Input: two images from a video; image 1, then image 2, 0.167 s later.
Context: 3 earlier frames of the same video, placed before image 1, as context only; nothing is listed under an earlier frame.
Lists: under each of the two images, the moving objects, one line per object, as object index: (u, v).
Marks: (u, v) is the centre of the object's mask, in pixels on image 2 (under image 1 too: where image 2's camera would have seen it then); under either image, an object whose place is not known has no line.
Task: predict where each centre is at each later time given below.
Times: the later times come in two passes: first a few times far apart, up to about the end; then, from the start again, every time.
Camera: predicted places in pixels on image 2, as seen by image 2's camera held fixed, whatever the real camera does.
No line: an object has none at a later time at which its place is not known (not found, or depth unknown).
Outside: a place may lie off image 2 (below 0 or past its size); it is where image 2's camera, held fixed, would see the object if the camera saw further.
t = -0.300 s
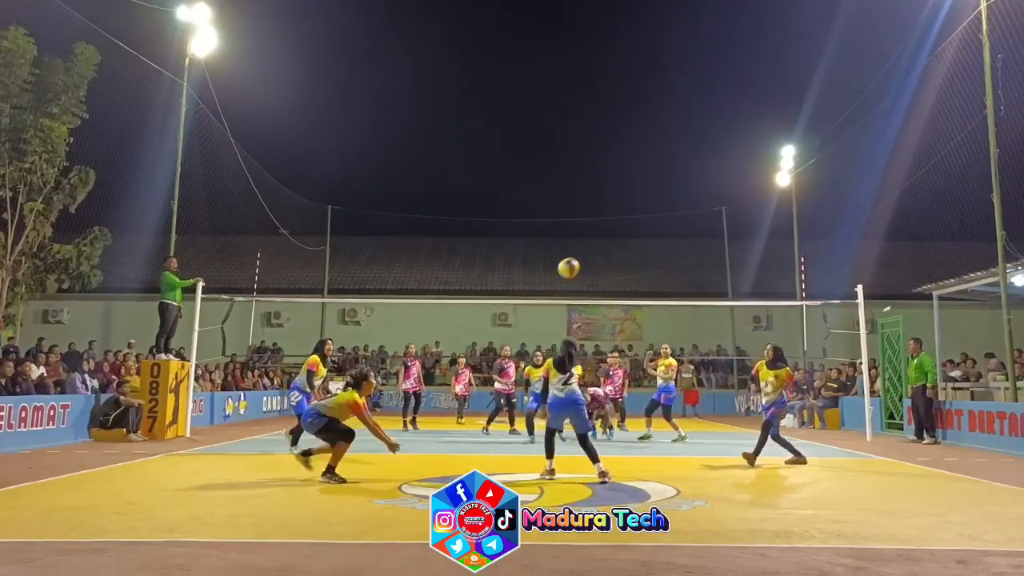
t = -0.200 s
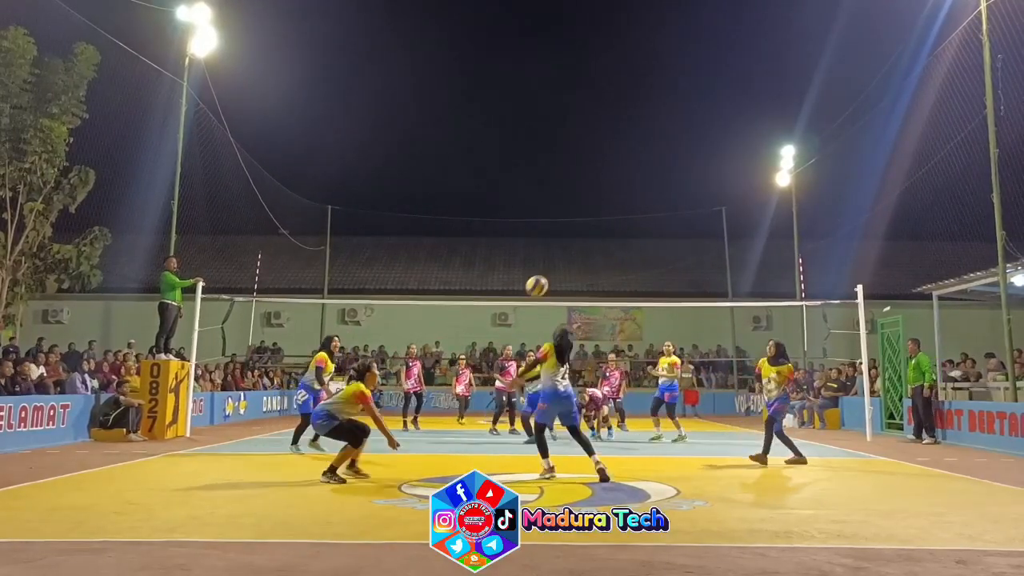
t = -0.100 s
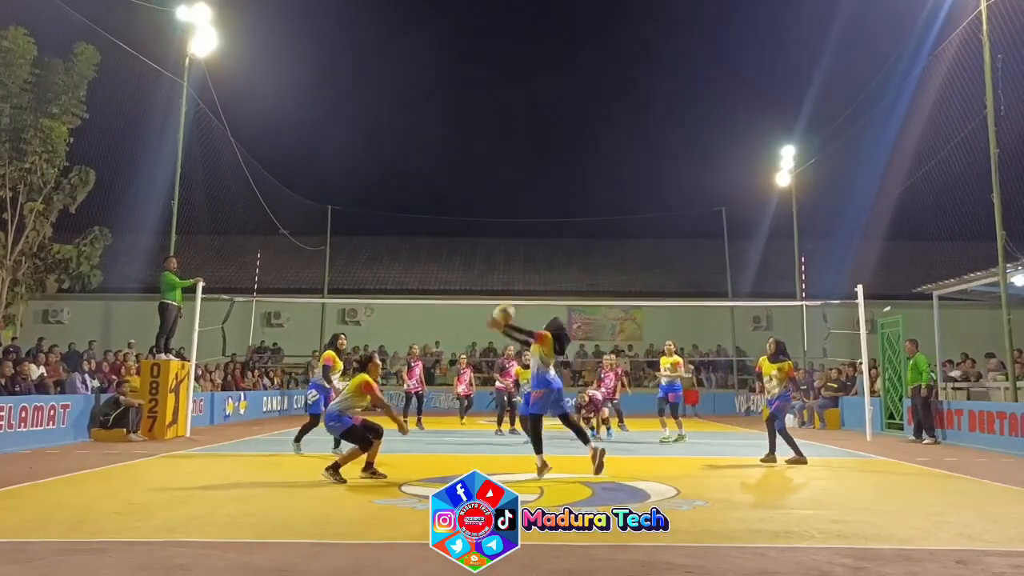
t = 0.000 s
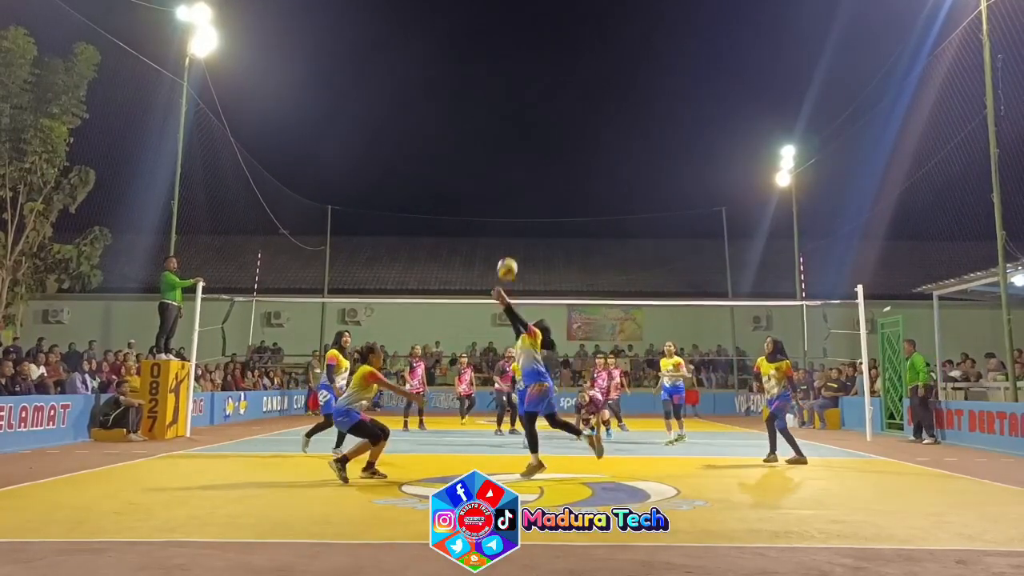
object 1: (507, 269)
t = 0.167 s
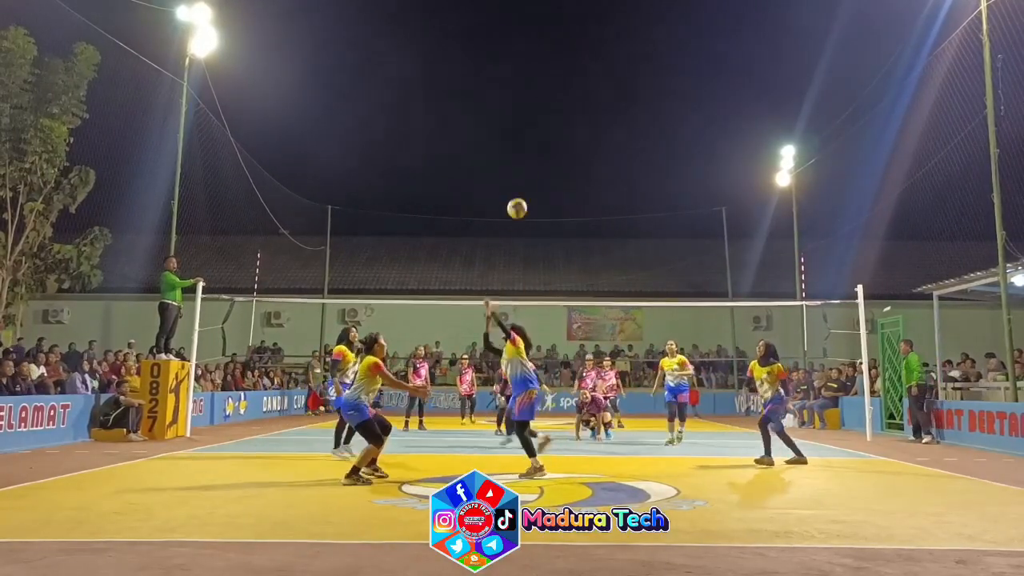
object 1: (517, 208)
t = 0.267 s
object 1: (522, 186)
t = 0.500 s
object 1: (534, 171)
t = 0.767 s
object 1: (544, 206)
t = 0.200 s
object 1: (519, 200)
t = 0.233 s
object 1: (521, 192)
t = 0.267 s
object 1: (522, 186)
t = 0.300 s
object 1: (524, 181)
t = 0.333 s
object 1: (526, 177)
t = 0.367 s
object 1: (528, 173)
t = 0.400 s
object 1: (529, 172)
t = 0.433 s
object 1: (531, 170)
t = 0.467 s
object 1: (532, 170)
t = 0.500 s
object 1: (534, 171)
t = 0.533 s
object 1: (536, 172)
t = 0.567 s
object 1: (537, 174)
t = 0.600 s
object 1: (538, 177)
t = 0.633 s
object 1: (540, 182)
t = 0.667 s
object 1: (541, 187)
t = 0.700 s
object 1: (542, 192)
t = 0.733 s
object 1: (543, 199)
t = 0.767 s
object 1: (544, 206)
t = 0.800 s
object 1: (546, 214)
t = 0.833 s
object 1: (547, 223)
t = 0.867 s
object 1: (548, 232)
